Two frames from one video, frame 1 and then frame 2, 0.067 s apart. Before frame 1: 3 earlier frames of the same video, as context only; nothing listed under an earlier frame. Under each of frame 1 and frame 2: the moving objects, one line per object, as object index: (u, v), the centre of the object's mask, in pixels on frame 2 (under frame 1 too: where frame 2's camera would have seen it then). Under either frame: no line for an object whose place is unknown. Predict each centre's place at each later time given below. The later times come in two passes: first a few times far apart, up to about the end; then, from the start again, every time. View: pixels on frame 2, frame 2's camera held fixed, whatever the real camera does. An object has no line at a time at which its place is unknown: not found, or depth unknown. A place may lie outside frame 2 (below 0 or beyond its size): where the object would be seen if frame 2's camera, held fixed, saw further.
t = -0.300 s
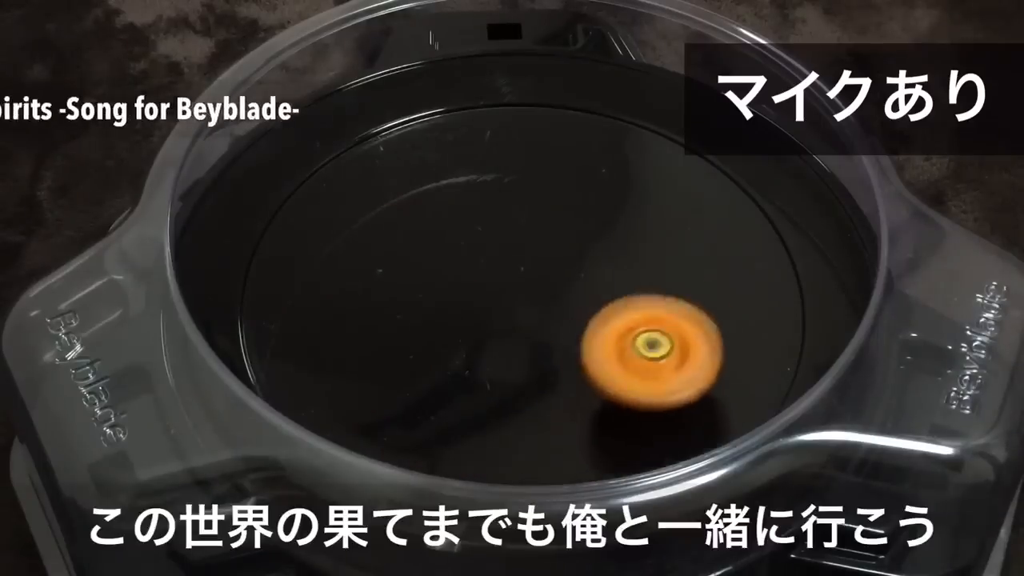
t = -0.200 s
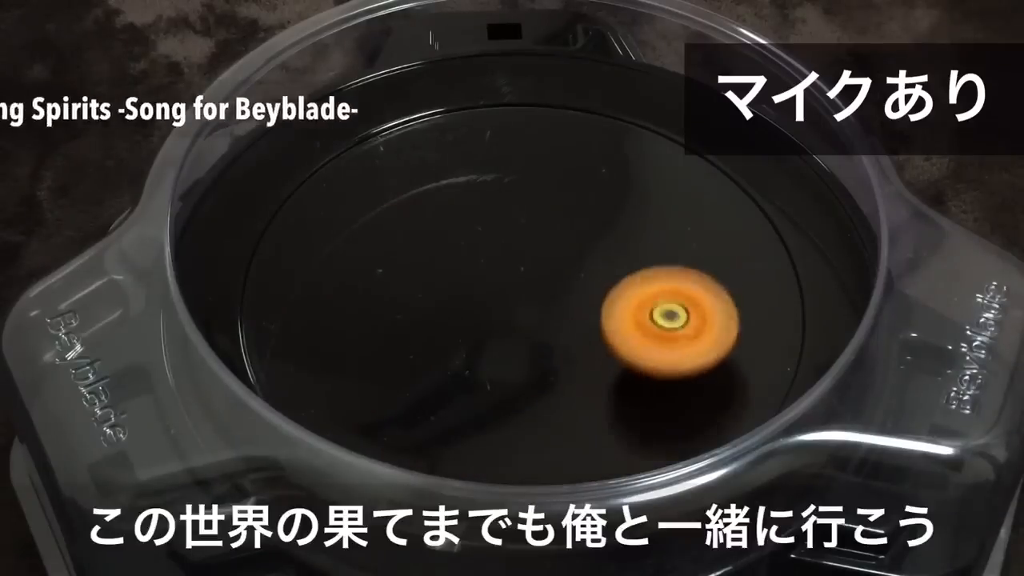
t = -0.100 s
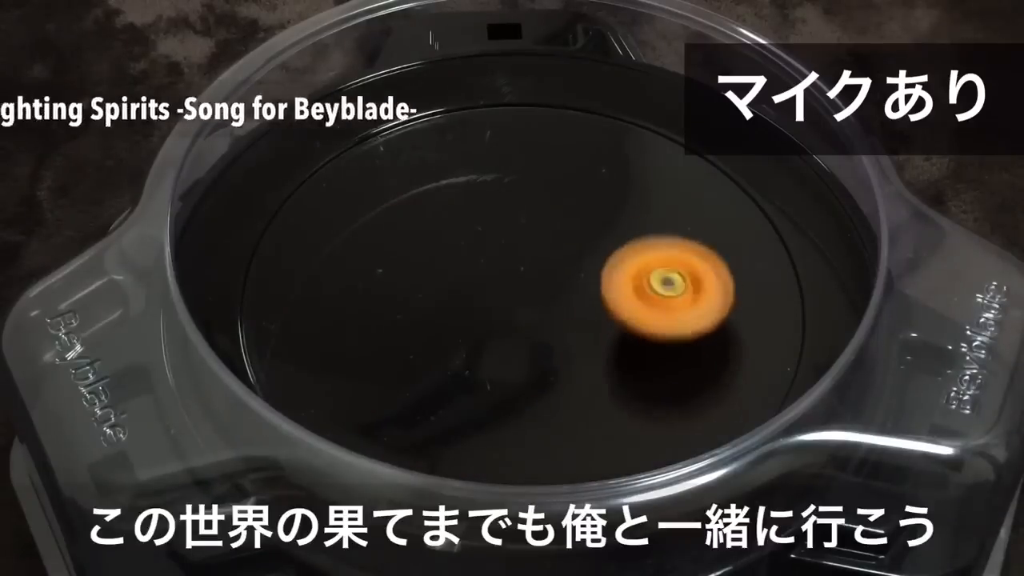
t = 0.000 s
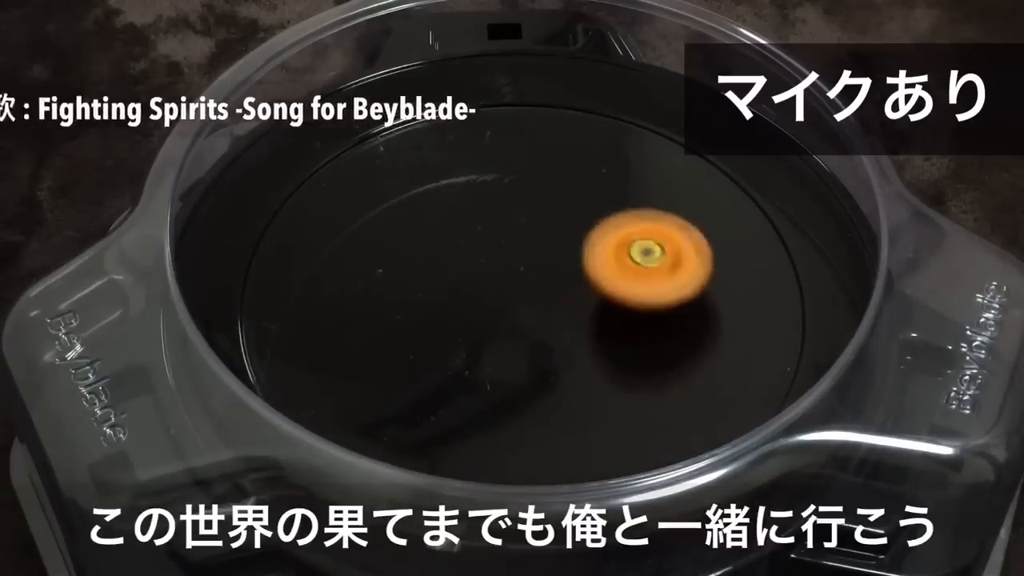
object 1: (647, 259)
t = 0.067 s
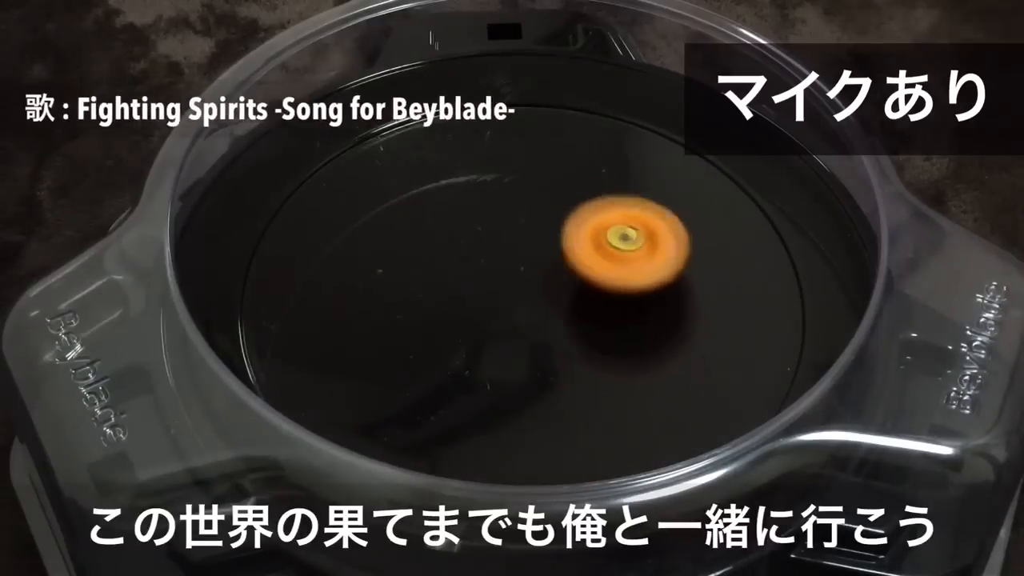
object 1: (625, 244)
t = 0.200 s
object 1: (568, 225)
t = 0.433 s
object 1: (464, 234)
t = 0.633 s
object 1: (408, 271)
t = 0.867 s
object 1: (412, 325)
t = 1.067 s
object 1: (469, 348)
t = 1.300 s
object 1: (548, 321)
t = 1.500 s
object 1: (572, 269)
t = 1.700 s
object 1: (553, 228)
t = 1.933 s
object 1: (504, 215)
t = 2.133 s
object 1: (477, 238)
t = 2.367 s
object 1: (485, 283)
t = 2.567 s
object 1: (525, 311)
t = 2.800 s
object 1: (575, 314)
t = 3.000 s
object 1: (591, 300)
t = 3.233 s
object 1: (579, 281)
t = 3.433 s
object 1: (549, 270)
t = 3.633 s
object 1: (511, 272)
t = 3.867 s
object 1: (479, 283)
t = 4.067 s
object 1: (471, 295)
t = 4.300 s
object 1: (483, 303)
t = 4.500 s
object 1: (503, 299)
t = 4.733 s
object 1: (526, 283)
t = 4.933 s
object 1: (538, 265)
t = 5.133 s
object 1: (538, 253)
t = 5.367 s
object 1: (533, 251)
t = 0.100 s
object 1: (613, 238)
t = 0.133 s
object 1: (599, 232)
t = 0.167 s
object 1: (583, 228)
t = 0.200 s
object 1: (568, 225)
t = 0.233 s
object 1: (551, 223)
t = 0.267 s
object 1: (536, 222)
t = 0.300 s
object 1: (520, 223)
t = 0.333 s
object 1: (505, 224)
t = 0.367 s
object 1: (491, 226)
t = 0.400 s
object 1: (477, 230)
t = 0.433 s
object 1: (464, 234)
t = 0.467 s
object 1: (452, 239)
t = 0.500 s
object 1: (441, 245)
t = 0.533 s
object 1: (430, 251)
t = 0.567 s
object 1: (422, 257)
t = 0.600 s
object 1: (415, 264)
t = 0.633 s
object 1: (408, 271)
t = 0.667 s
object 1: (404, 279)
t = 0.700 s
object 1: (401, 286)
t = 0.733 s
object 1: (399, 295)
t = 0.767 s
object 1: (400, 302)
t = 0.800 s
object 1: (403, 311)
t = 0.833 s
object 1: (406, 319)
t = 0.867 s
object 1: (412, 325)
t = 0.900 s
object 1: (419, 332)
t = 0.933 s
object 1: (426, 337)
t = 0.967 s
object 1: (436, 341)
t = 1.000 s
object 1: (446, 345)
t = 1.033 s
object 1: (457, 348)
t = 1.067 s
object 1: (469, 348)
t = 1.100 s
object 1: (481, 348)
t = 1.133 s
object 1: (493, 347)
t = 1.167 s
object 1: (506, 344)
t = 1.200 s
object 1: (518, 340)
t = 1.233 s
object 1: (529, 335)
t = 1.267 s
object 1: (539, 328)
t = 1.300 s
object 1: (548, 321)
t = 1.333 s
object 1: (555, 314)
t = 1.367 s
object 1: (561, 305)
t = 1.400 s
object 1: (566, 296)
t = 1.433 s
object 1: (569, 287)
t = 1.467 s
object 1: (571, 278)
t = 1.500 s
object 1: (572, 269)
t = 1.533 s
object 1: (572, 261)
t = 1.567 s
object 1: (570, 253)
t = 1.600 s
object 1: (567, 246)
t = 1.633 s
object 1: (564, 240)
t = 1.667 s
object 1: (559, 234)
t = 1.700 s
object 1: (553, 228)
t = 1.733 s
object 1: (547, 223)
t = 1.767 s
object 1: (539, 219)
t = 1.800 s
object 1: (532, 216)
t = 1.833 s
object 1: (525, 214)
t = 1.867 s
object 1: (518, 214)
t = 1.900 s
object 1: (511, 214)
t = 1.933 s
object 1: (504, 215)
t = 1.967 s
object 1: (498, 217)
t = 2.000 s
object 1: (492, 219)
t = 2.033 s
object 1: (487, 223)
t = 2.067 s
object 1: (483, 228)
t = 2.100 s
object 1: (479, 232)
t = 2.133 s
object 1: (477, 238)
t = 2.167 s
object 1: (475, 244)
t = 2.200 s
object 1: (474, 250)
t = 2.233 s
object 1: (474, 257)
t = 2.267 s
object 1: (475, 263)
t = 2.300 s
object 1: (478, 270)
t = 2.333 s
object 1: (481, 276)
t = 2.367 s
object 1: (485, 283)
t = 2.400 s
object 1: (490, 288)
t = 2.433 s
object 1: (496, 294)
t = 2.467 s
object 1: (502, 300)
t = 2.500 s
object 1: (509, 304)
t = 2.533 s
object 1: (517, 308)
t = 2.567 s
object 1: (525, 311)
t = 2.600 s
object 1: (533, 314)
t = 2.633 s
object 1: (541, 316)
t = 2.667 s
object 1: (549, 317)
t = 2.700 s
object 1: (557, 317)
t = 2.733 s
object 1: (564, 317)
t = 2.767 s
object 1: (570, 316)
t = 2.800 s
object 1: (575, 314)
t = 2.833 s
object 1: (580, 312)
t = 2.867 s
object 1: (583, 311)
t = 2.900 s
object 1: (586, 308)
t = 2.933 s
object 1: (589, 305)
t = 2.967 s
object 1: (590, 302)
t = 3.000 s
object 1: (591, 300)
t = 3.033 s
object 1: (592, 297)
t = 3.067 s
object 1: (591, 294)
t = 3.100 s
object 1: (589, 291)
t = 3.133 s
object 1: (588, 288)
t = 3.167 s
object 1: (586, 286)
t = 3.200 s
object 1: (583, 283)
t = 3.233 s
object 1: (579, 281)
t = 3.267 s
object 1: (576, 278)
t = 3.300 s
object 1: (571, 276)
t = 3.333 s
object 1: (567, 274)
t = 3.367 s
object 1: (561, 273)
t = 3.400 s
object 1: (555, 272)
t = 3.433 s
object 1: (549, 270)
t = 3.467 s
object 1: (542, 270)
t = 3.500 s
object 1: (536, 269)
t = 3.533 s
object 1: (530, 270)
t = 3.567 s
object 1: (523, 270)
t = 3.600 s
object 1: (517, 271)
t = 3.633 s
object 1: (511, 272)
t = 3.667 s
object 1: (505, 273)
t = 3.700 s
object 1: (500, 274)
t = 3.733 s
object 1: (495, 276)
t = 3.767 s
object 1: (491, 278)
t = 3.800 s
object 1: (486, 279)
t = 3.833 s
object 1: (482, 281)
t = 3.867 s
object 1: (479, 283)
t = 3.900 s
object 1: (476, 286)
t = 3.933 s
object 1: (474, 288)
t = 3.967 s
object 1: (473, 290)
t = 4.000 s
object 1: (472, 292)
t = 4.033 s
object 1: (471, 293)
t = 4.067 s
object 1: (471, 295)
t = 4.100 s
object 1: (471, 296)
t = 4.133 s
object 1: (472, 298)
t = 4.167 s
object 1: (473, 300)
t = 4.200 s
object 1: (475, 301)
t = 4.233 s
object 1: (478, 302)
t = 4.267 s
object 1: (480, 303)
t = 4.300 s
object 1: (483, 303)
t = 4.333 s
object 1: (487, 303)
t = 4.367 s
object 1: (490, 303)
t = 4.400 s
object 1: (493, 302)
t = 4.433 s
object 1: (496, 301)
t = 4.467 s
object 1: (500, 300)
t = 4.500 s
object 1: (503, 299)
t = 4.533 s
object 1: (506, 296)
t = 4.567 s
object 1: (510, 295)
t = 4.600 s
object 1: (513, 293)
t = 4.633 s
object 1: (517, 291)
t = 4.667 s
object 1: (520, 288)
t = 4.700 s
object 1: (523, 286)
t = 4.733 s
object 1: (526, 283)
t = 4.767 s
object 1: (528, 280)
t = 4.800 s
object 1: (531, 277)
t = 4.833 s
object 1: (534, 274)
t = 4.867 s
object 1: (535, 271)
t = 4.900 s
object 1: (537, 268)
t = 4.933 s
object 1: (538, 265)
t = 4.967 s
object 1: (538, 263)
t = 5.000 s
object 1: (539, 260)
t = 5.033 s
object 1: (539, 258)
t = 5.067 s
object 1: (539, 256)
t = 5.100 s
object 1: (539, 254)
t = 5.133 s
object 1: (538, 253)
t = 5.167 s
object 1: (538, 252)
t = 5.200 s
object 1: (537, 252)
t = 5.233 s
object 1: (536, 251)
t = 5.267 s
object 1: (536, 251)
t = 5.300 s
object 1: (535, 251)
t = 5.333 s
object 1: (533, 251)
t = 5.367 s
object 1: (533, 251)
